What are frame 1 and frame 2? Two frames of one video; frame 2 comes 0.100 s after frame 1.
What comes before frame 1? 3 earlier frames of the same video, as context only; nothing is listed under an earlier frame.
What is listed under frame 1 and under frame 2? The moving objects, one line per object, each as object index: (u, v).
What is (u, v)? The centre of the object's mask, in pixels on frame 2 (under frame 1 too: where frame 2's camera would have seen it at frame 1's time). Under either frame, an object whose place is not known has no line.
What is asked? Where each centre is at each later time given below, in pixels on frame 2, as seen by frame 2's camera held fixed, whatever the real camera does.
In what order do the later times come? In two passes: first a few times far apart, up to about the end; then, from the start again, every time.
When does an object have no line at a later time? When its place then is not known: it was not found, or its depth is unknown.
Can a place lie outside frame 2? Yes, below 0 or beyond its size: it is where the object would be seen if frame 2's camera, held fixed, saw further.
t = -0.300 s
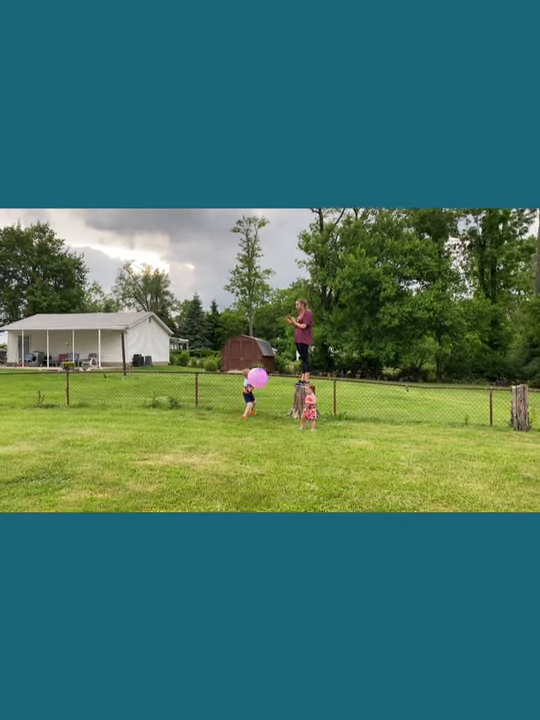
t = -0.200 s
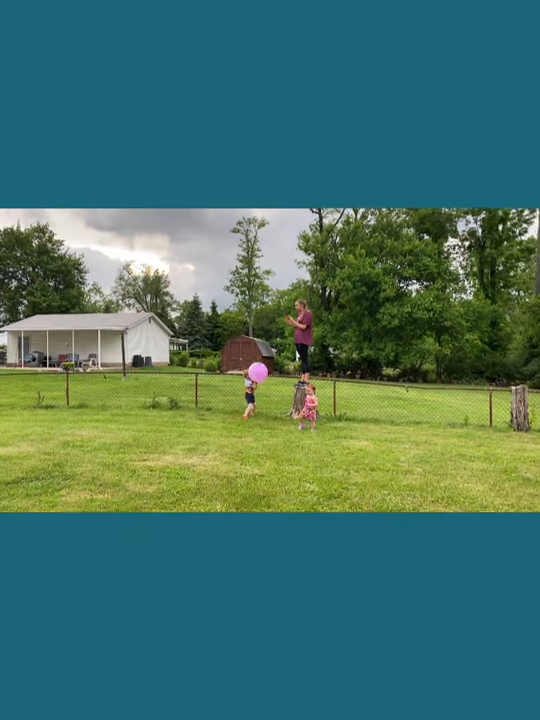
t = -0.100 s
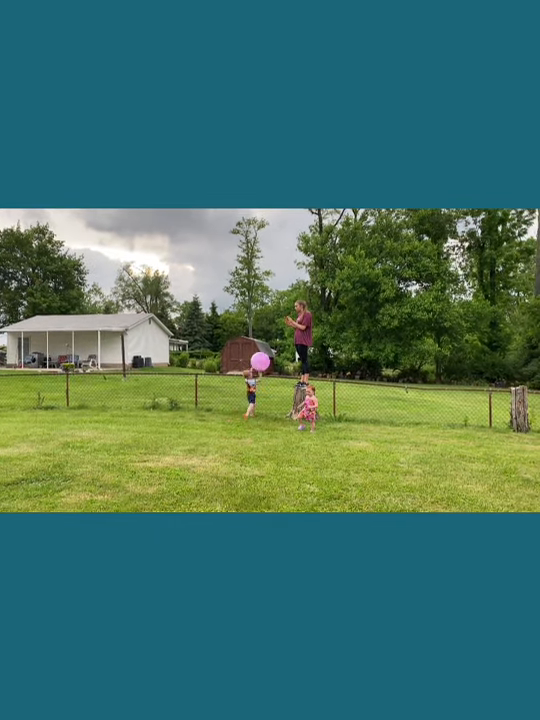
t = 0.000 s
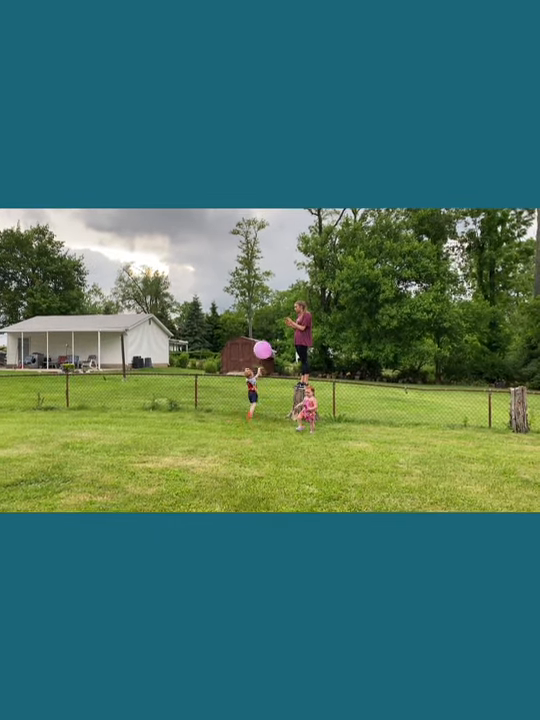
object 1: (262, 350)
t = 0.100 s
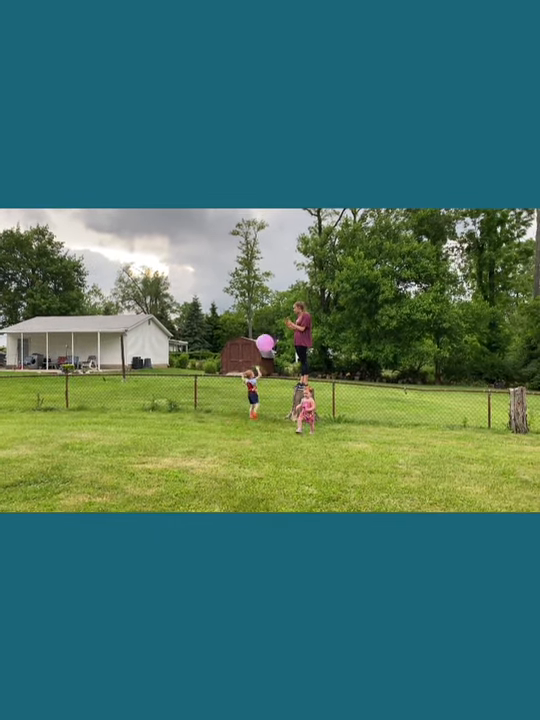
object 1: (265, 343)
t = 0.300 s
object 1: (270, 340)
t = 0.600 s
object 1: (278, 360)
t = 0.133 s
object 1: (266, 341)
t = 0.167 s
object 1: (267, 340)
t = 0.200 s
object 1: (267, 339)
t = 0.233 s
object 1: (269, 339)
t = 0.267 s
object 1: (269, 339)
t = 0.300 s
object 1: (270, 340)
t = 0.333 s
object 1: (271, 341)
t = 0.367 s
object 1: (272, 342)
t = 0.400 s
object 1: (273, 344)
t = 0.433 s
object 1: (274, 346)
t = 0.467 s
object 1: (275, 348)
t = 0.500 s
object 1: (276, 351)
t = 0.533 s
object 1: (277, 353)
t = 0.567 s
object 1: (278, 356)
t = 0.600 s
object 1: (278, 360)
